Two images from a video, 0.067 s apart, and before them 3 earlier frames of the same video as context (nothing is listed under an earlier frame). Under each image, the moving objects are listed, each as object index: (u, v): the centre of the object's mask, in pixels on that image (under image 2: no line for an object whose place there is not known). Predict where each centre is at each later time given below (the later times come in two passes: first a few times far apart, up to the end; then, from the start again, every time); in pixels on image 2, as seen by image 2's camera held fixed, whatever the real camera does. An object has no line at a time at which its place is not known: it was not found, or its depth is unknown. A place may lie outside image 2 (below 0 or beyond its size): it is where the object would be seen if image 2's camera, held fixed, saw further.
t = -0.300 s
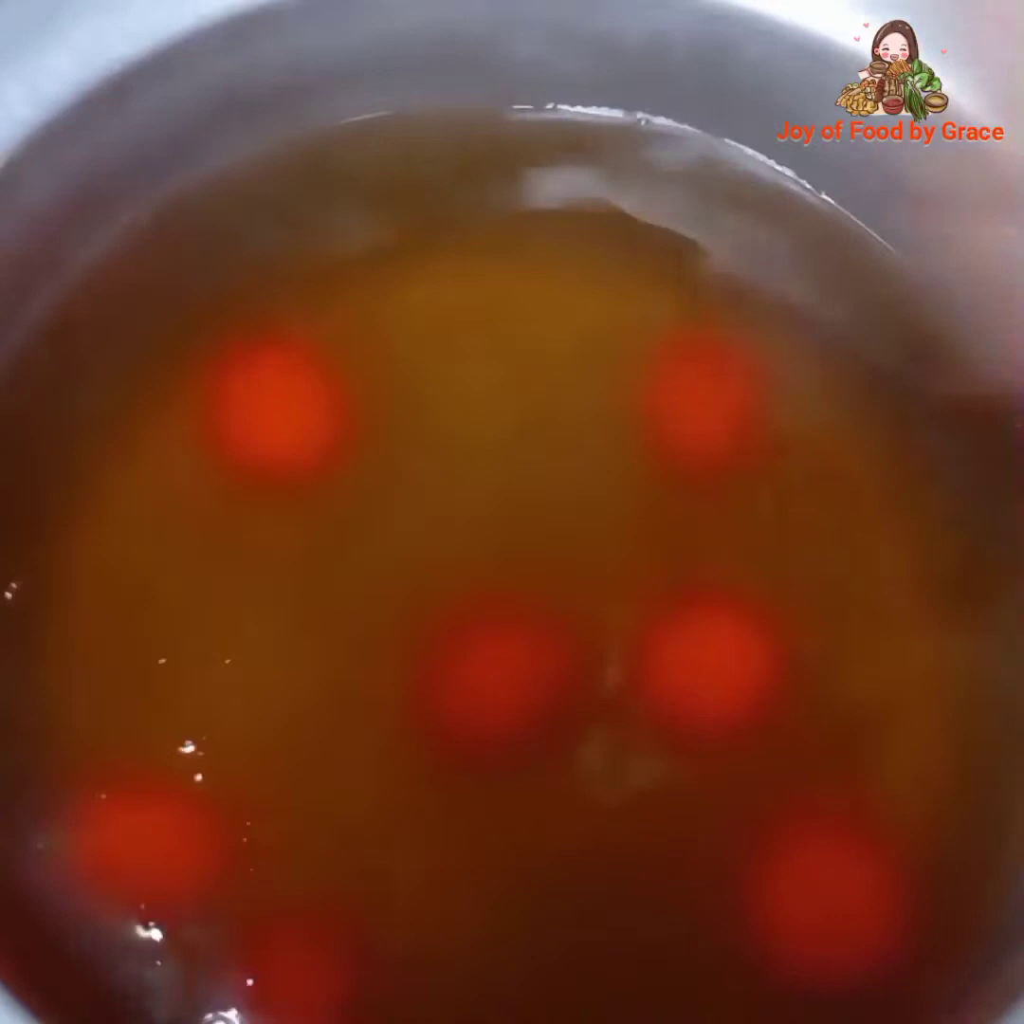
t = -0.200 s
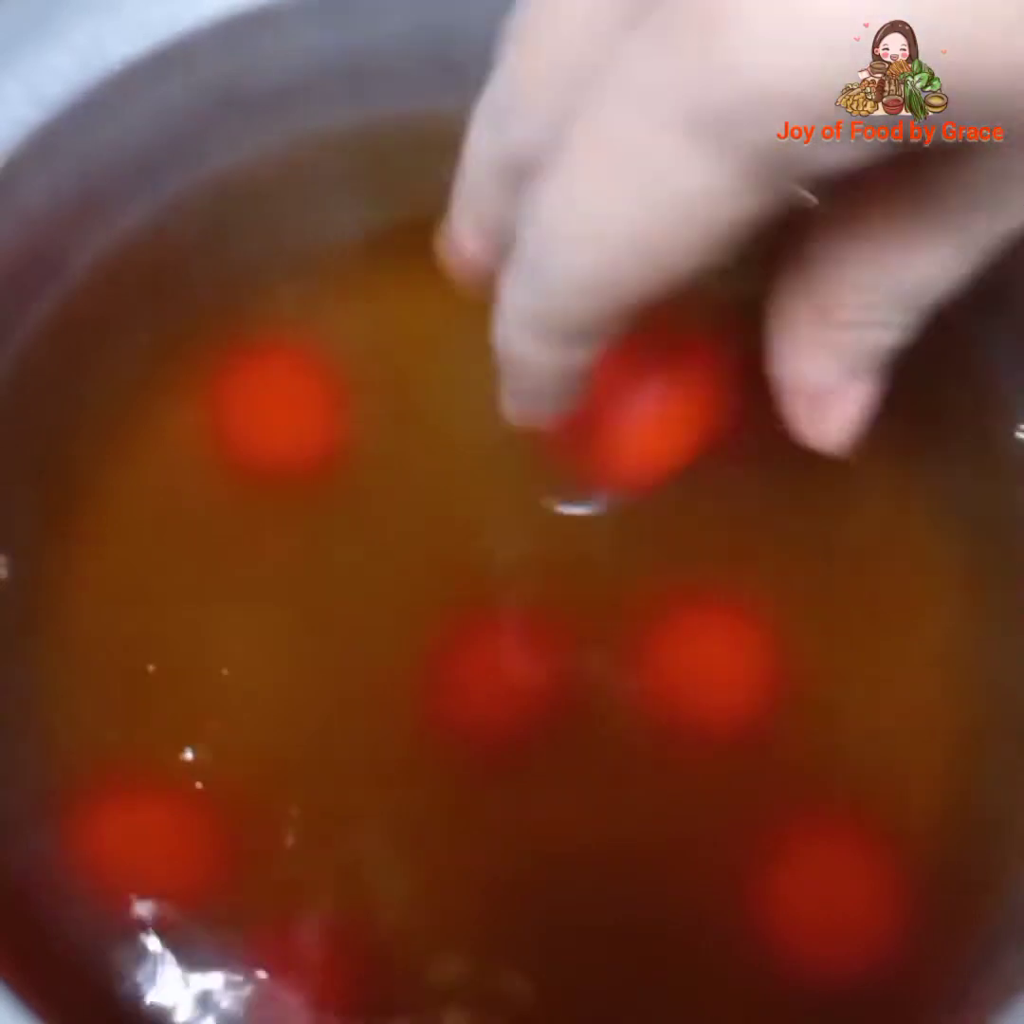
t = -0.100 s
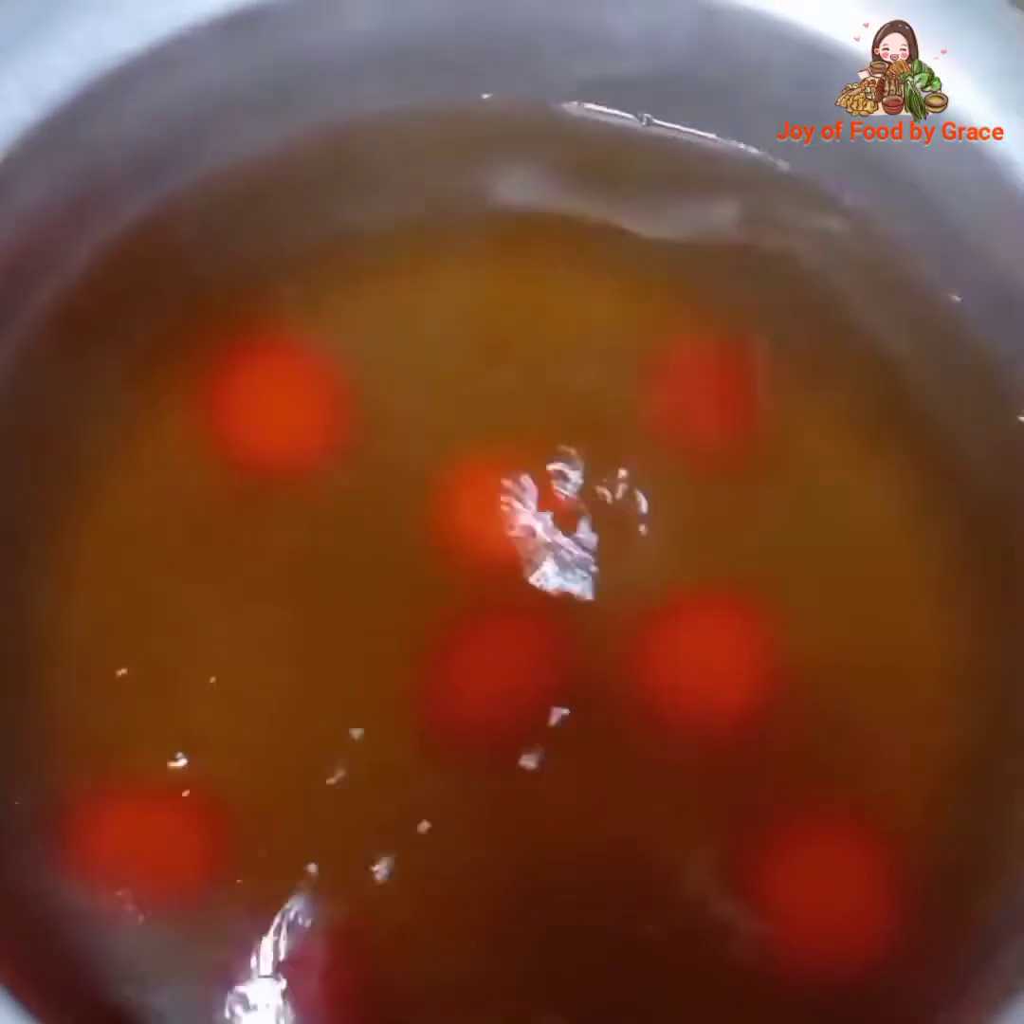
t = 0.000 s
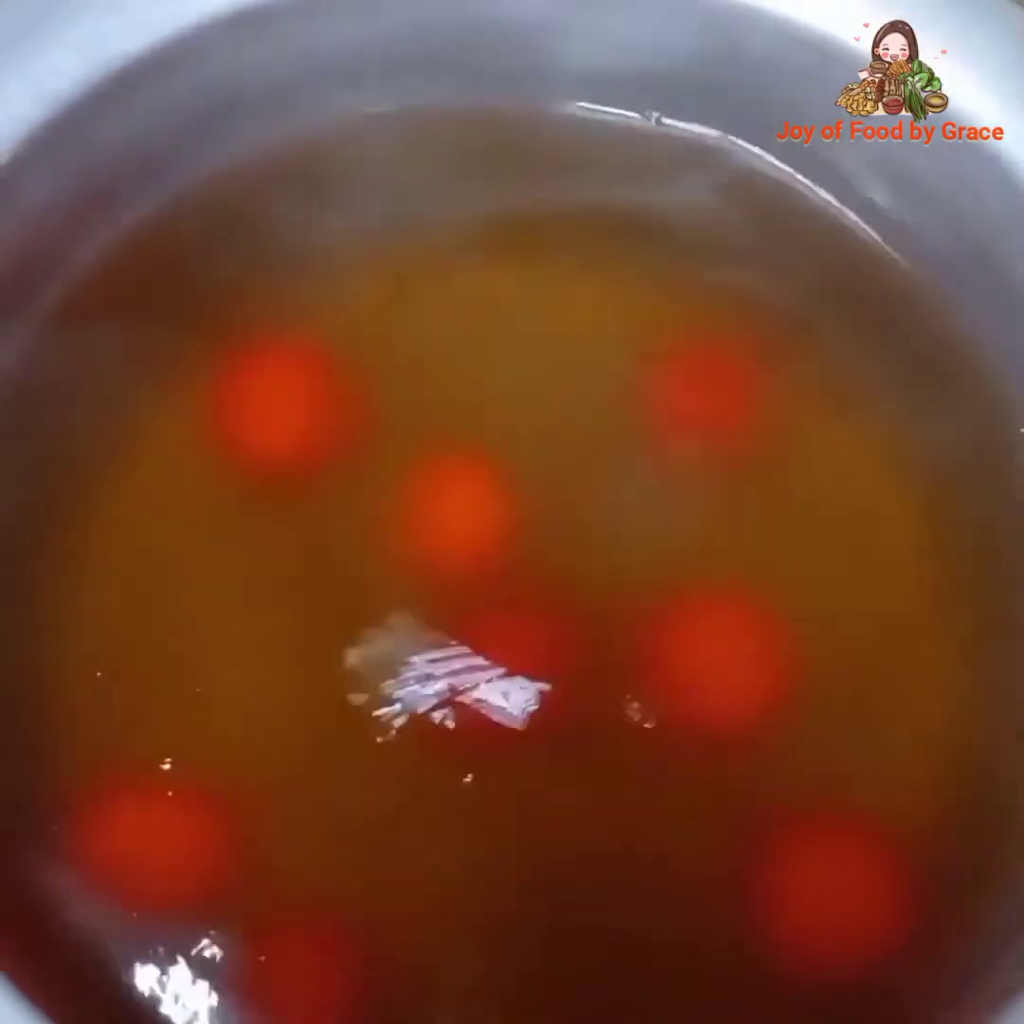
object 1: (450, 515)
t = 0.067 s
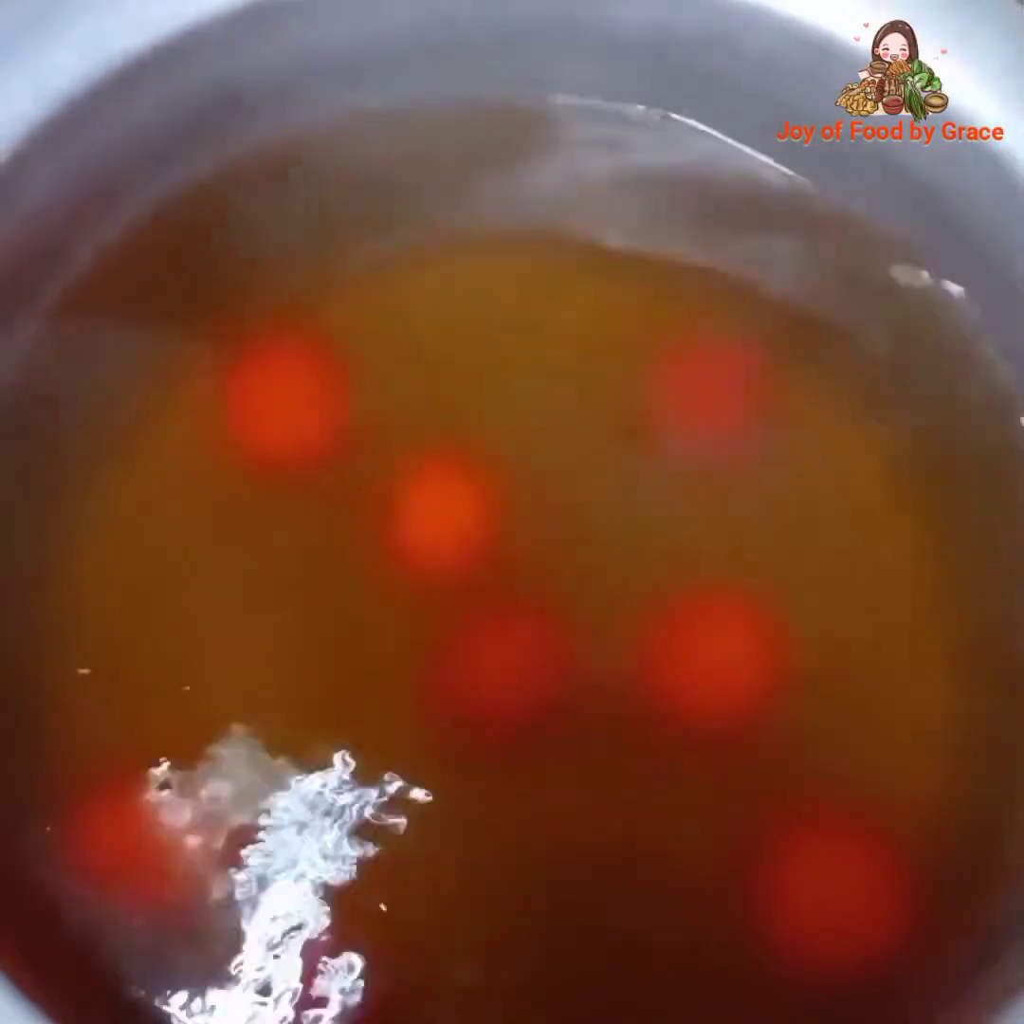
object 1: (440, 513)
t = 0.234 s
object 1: (425, 514)
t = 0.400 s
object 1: (408, 507)
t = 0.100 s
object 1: (436, 515)
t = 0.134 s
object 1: (432, 514)
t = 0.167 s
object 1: (426, 514)
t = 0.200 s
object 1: (425, 515)
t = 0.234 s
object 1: (425, 514)
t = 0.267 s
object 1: (424, 514)
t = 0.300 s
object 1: (419, 511)
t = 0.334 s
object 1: (416, 508)
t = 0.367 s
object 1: (416, 508)
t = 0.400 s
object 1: (408, 507)
